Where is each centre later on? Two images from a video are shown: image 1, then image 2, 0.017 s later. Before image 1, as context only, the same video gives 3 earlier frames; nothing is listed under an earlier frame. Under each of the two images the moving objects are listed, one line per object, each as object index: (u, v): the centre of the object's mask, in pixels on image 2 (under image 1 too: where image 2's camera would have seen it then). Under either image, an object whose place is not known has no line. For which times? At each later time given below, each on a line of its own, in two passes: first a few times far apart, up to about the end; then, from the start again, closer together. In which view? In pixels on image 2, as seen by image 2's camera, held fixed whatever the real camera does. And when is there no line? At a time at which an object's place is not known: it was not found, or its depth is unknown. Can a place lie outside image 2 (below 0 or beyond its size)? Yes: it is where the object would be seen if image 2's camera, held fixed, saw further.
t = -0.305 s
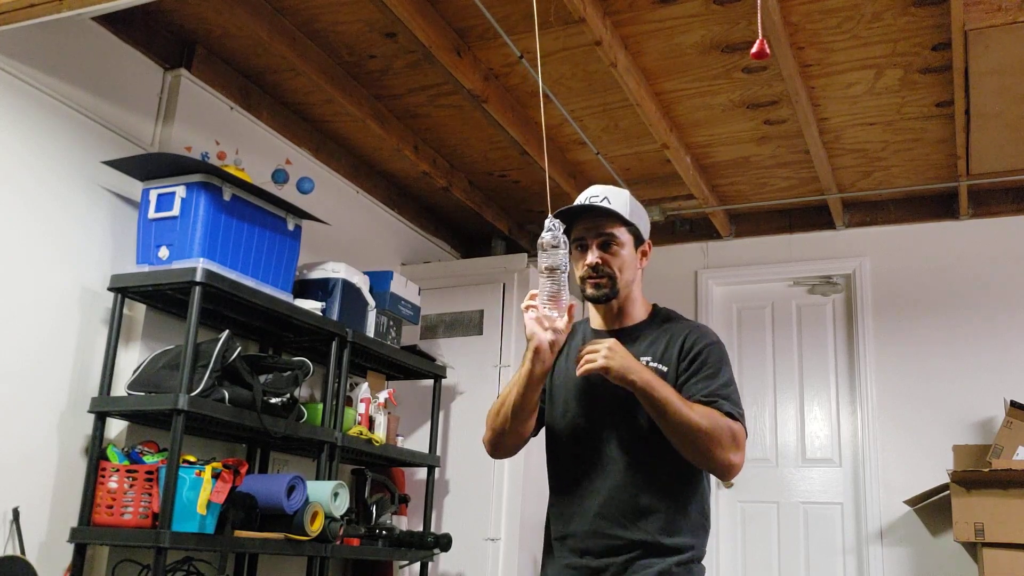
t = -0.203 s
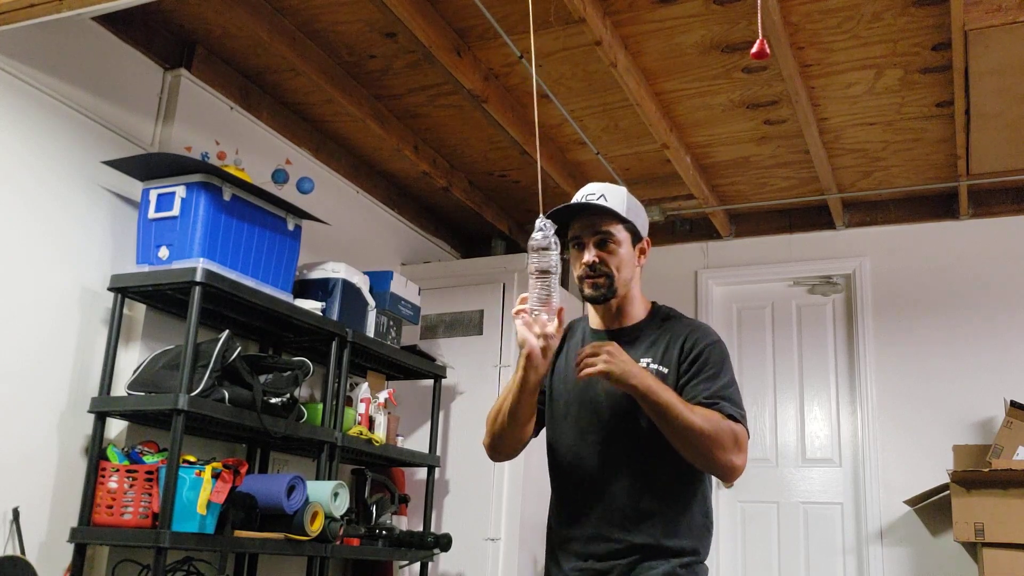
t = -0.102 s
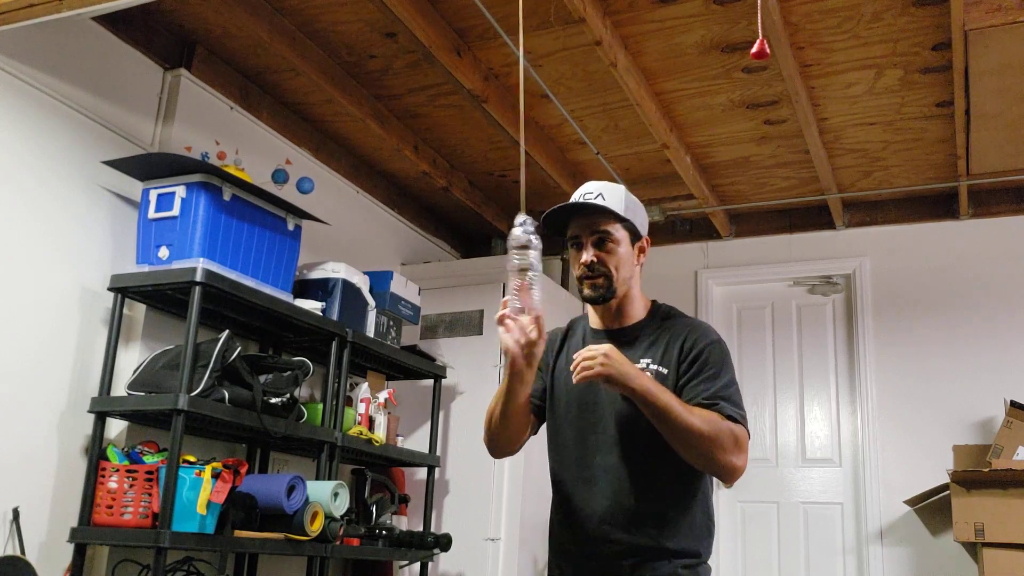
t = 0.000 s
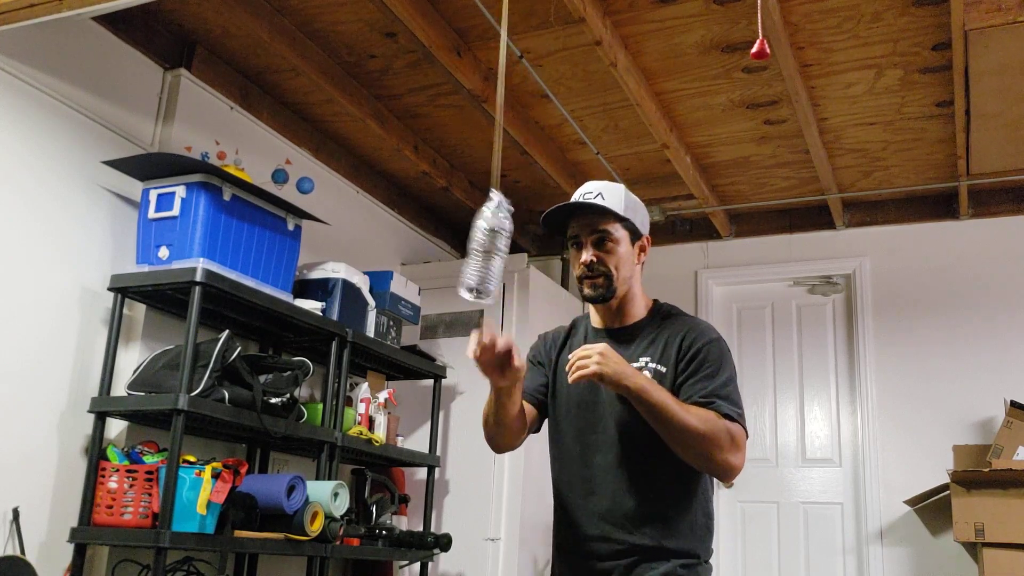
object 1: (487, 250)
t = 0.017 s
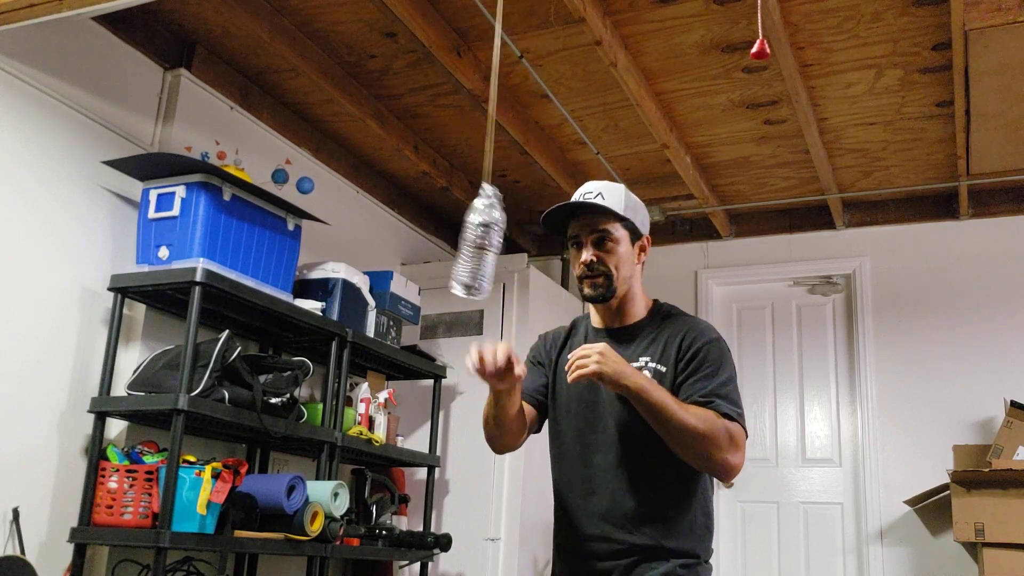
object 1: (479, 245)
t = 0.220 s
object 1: (381, 140)
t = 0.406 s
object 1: (309, 30)
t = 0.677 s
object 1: (319, 25)
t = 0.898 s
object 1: (418, 158)
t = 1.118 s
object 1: (518, 256)
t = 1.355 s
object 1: (575, 262)
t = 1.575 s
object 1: (588, 250)
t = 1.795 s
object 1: (568, 261)
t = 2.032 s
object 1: (506, 262)
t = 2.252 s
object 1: (417, 182)
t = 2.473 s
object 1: (340, 44)
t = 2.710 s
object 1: (326, 18)
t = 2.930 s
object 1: (407, 123)
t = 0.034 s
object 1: (471, 241)
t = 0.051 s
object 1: (463, 236)
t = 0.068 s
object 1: (455, 230)
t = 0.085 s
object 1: (448, 222)
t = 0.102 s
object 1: (439, 214)
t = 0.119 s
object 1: (431, 205)
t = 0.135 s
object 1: (422, 196)
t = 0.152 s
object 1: (414, 185)
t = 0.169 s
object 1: (406, 175)
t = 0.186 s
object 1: (398, 164)
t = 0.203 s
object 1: (389, 152)
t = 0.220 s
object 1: (381, 140)
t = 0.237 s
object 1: (374, 129)
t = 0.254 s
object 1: (367, 116)
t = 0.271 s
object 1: (359, 104)
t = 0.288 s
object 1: (353, 92)
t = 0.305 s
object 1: (347, 80)
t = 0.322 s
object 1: (340, 68)
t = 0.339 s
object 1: (335, 56)
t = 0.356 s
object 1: (329, 48)
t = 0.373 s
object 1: (322, 42)
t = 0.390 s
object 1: (316, 36)
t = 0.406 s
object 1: (309, 30)
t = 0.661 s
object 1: (311, 21)
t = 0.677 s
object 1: (319, 25)
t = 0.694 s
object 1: (326, 30)
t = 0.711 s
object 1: (334, 36)
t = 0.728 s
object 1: (342, 42)
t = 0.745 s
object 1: (349, 50)
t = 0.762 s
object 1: (356, 61)
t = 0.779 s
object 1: (362, 73)
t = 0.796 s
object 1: (370, 85)
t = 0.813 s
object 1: (378, 97)
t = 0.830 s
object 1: (385, 110)
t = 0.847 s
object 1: (393, 122)
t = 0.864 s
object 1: (401, 134)
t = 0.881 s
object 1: (410, 146)
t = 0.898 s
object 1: (418, 158)
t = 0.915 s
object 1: (427, 169)
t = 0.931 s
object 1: (436, 179)
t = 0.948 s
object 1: (443, 190)
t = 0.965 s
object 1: (451, 200)
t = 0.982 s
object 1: (460, 208)
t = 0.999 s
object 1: (467, 217)
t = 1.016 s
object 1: (476, 225)
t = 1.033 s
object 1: (483, 232)
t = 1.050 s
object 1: (490, 239)
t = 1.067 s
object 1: (498, 244)
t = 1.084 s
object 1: (504, 249)
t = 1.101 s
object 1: (511, 253)
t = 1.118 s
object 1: (518, 256)
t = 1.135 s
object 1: (524, 259)
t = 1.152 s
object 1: (529, 262)
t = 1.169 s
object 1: (534, 264)
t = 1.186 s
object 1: (540, 265)
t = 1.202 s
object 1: (544, 266)
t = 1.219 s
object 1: (549, 266)
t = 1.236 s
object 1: (554, 266)
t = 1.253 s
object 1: (558, 267)
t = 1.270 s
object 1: (561, 267)
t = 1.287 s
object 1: (565, 266)
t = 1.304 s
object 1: (568, 265)
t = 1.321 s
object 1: (571, 264)
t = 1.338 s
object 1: (573, 264)
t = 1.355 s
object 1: (575, 262)
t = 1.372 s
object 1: (576, 258)
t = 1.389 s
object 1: (575, 252)
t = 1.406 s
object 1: (574, 239)
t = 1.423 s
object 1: (575, 233)
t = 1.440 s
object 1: (576, 230)
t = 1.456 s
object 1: (579, 229)
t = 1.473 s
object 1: (581, 229)
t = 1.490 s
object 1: (582, 231)
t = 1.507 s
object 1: (583, 234)
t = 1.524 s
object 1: (585, 238)
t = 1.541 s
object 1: (587, 244)
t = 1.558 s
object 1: (588, 249)
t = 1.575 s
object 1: (588, 250)
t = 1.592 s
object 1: (587, 251)
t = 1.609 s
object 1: (586, 251)
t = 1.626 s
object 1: (586, 251)
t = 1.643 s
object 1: (585, 252)
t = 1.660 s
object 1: (584, 252)
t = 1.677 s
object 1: (582, 254)
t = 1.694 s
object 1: (581, 254)
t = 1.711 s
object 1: (579, 255)
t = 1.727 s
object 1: (577, 257)
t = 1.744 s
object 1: (575, 258)
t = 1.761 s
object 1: (572, 259)
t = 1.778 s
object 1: (570, 261)
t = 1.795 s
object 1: (568, 261)
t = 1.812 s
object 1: (565, 263)
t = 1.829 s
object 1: (561, 264)
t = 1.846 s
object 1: (558, 265)
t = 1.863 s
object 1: (554, 266)
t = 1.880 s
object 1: (551, 267)
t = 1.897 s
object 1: (547, 268)
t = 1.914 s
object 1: (543, 268)
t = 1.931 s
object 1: (539, 267)
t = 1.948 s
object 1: (533, 269)
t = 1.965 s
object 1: (529, 268)
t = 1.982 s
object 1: (522, 268)
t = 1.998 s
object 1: (518, 266)
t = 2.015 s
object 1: (512, 264)
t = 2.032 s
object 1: (506, 262)
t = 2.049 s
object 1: (499, 260)
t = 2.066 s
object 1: (494, 256)
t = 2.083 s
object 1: (487, 253)
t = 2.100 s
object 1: (481, 249)
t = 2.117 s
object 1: (474, 244)
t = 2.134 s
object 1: (467, 238)
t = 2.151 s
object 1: (459, 233)
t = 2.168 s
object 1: (453, 225)
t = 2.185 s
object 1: (446, 218)
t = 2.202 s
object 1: (439, 210)
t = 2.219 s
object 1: (431, 202)
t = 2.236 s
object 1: (424, 192)
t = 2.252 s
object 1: (417, 182)
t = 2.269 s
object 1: (409, 172)
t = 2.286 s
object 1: (402, 161)
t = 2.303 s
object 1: (396, 150)
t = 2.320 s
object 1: (388, 139)
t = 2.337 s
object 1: (382, 127)
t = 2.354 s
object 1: (377, 116)
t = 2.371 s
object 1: (371, 104)
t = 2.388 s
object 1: (365, 93)
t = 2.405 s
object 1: (359, 82)
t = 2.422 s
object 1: (354, 71)
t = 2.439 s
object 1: (349, 60)
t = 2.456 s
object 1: (345, 51)
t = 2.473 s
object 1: (340, 44)
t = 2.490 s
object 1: (334, 38)
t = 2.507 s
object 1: (330, 33)
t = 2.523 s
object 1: (325, 28)
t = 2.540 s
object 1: (322, 24)
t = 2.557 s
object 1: (317, 21)
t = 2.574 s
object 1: (316, 18)
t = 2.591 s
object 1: (313, 17)
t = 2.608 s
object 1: (313, 15)
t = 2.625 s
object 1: (313, 15)
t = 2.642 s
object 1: (314, 14)
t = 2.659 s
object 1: (316, 14)
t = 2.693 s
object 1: (321, 16)
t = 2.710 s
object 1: (326, 18)
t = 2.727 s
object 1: (331, 20)
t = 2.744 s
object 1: (337, 24)
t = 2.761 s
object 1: (343, 28)
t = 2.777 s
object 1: (348, 33)
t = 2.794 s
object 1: (355, 39)
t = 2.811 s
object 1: (361, 46)
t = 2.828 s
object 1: (368, 54)
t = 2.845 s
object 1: (373, 65)
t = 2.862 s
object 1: (380, 76)
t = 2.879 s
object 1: (387, 88)
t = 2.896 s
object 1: (393, 99)
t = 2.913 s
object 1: (400, 111)
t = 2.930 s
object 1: (407, 123)
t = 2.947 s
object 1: (413, 135)
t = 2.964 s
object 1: (421, 146)
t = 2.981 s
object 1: (429, 157)
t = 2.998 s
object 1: (436, 168)
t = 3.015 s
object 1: (443, 178)
